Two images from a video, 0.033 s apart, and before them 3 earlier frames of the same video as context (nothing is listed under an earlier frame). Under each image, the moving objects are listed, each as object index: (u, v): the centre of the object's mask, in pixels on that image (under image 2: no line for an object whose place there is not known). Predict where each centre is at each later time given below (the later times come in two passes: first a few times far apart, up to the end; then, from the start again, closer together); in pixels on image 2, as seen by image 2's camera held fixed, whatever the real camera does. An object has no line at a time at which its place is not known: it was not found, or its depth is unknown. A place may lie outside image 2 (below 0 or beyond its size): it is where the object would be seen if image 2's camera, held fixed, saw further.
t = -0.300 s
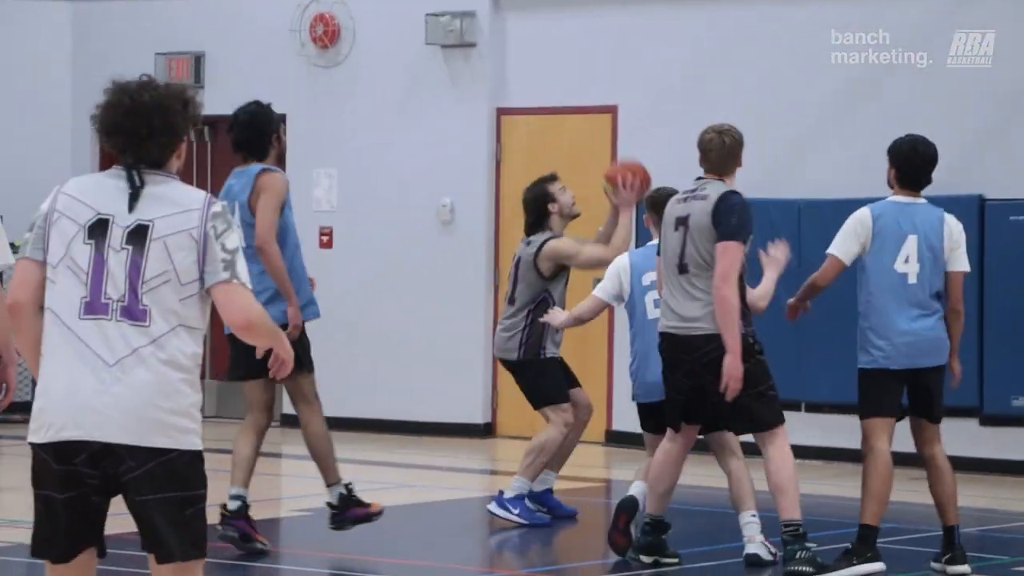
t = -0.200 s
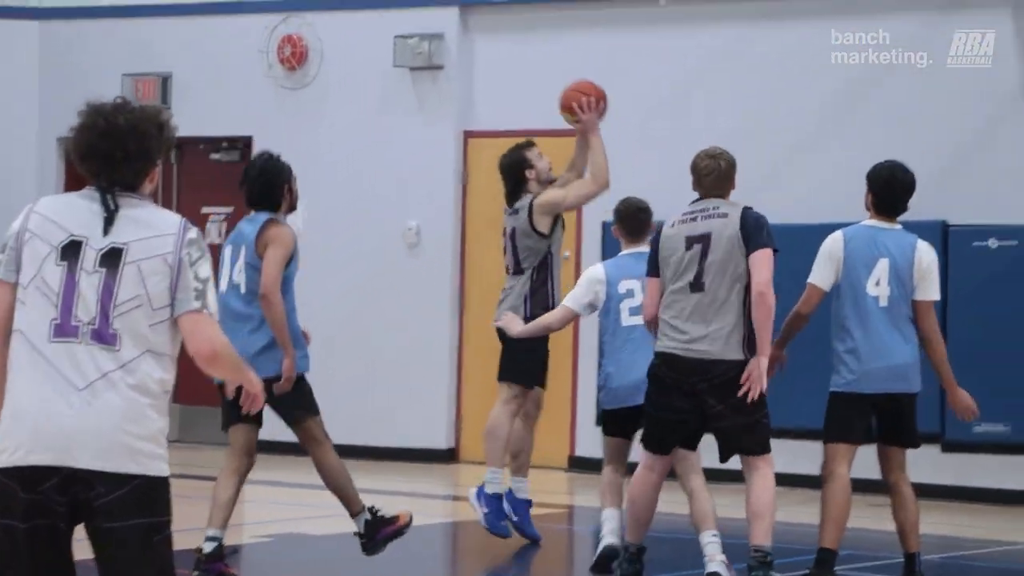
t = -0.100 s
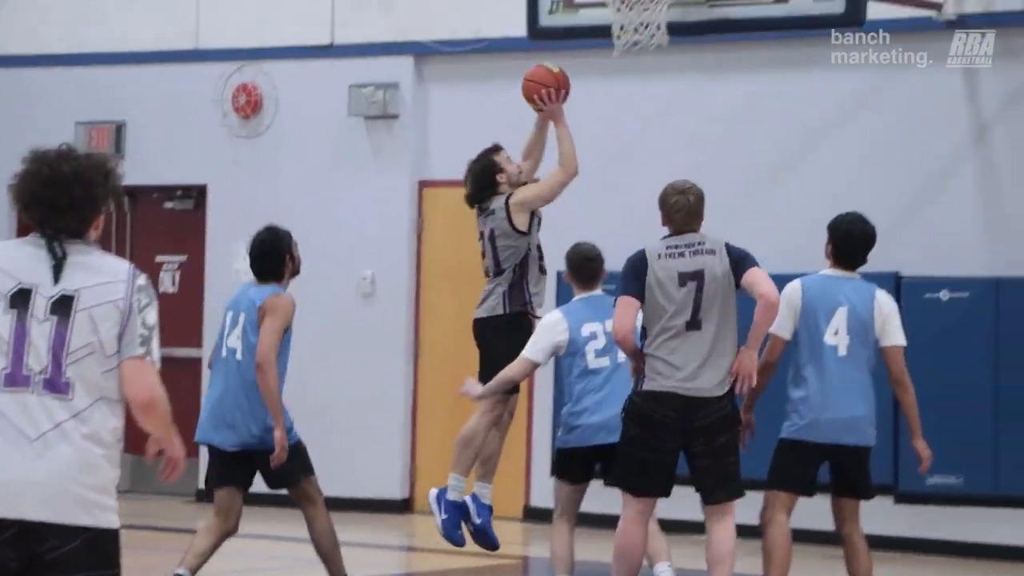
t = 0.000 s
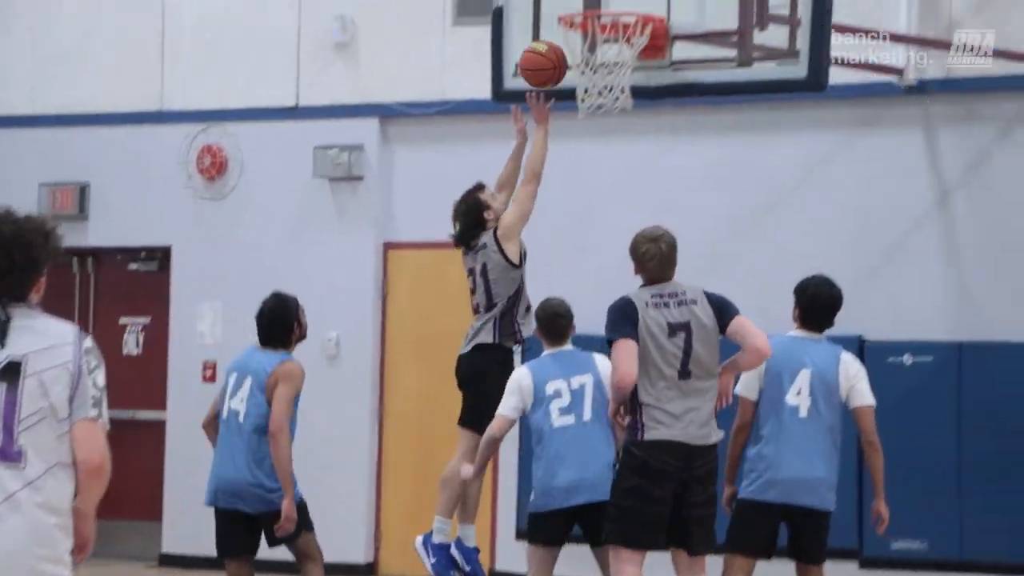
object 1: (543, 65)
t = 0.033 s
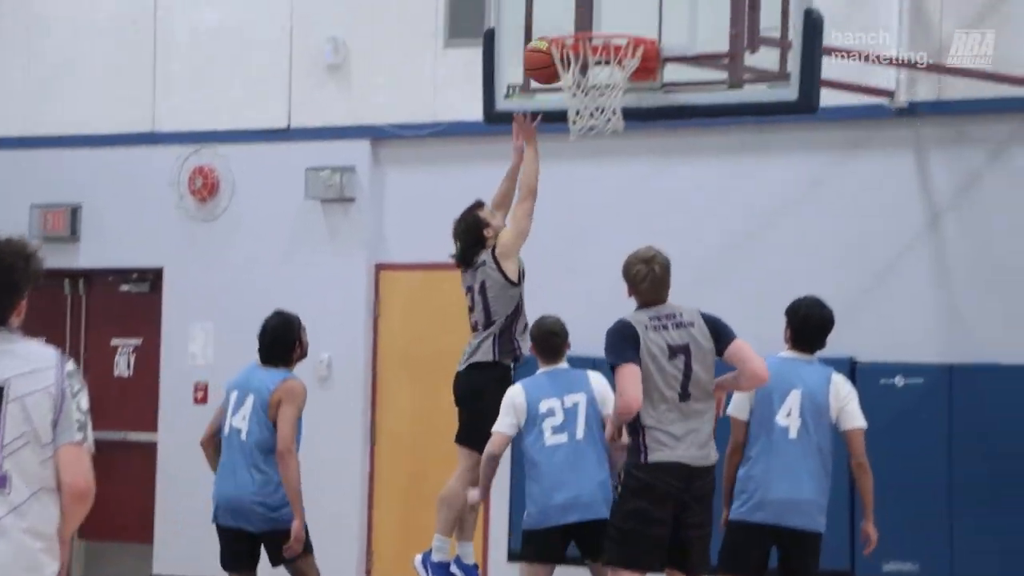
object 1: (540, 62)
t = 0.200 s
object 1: (587, -18)
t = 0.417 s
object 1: (581, -11)
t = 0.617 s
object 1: (605, 24)
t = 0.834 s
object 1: (584, 63)
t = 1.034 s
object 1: (570, 93)
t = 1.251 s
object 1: (605, 148)
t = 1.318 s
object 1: (616, 166)
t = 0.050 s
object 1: (547, 45)
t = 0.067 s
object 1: (556, 31)
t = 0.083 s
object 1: (566, 21)
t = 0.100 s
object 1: (574, 15)
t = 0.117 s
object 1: (581, 7)
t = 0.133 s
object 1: (587, -1)
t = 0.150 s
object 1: (587, -6)
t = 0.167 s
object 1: (587, -10)
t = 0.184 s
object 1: (587, -15)
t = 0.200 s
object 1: (587, -18)
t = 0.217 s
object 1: (587, -20)
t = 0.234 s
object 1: (587, -23)
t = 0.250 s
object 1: (587, -24)
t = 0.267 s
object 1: (586, -25)
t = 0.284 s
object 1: (586, -25)
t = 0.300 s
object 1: (585, -26)
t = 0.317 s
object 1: (585, -27)
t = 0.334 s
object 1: (585, -26)
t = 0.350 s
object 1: (584, -25)
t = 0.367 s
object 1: (583, -21)
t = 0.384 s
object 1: (583, -18)
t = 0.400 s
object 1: (582, -15)
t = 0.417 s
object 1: (581, -11)
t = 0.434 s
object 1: (581, -6)
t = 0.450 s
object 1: (581, -1)
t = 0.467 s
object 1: (580, 5)
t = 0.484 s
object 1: (579, 12)
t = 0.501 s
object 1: (578, 18)
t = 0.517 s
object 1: (578, 22)
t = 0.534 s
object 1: (583, 22)
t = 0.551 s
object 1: (587, 22)
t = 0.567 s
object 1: (592, 22)
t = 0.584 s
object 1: (596, 23)
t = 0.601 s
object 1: (600, 24)
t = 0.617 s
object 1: (605, 24)
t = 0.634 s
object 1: (610, 32)
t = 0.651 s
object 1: (612, 37)
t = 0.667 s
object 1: (615, 38)
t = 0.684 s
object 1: (620, 44)
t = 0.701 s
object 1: (620, 45)
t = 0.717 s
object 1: (615, 46)
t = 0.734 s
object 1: (610, 46)
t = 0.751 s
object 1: (607, 47)
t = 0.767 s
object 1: (604, 49)
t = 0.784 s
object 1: (599, 52)
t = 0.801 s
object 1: (594, 56)
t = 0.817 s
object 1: (589, 59)
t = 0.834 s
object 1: (584, 63)
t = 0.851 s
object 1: (580, 69)
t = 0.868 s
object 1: (576, 71)
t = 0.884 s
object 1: (572, 74)
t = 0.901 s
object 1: (570, 77)
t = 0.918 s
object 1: (568, 81)
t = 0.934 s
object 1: (566, 83)
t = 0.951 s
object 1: (566, 86)
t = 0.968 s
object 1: (567, 87)
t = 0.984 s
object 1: (567, 88)
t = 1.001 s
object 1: (567, 89)
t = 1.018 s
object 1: (568, 92)
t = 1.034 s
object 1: (570, 93)
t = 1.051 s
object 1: (572, 94)
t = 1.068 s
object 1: (573, 96)
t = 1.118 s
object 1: (579, 106)
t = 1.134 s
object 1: (581, 109)
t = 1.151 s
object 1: (584, 113)
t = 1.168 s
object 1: (587, 117)
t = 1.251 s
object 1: (605, 148)
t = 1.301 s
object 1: (613, 159)
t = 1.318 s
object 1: (616, 166)
